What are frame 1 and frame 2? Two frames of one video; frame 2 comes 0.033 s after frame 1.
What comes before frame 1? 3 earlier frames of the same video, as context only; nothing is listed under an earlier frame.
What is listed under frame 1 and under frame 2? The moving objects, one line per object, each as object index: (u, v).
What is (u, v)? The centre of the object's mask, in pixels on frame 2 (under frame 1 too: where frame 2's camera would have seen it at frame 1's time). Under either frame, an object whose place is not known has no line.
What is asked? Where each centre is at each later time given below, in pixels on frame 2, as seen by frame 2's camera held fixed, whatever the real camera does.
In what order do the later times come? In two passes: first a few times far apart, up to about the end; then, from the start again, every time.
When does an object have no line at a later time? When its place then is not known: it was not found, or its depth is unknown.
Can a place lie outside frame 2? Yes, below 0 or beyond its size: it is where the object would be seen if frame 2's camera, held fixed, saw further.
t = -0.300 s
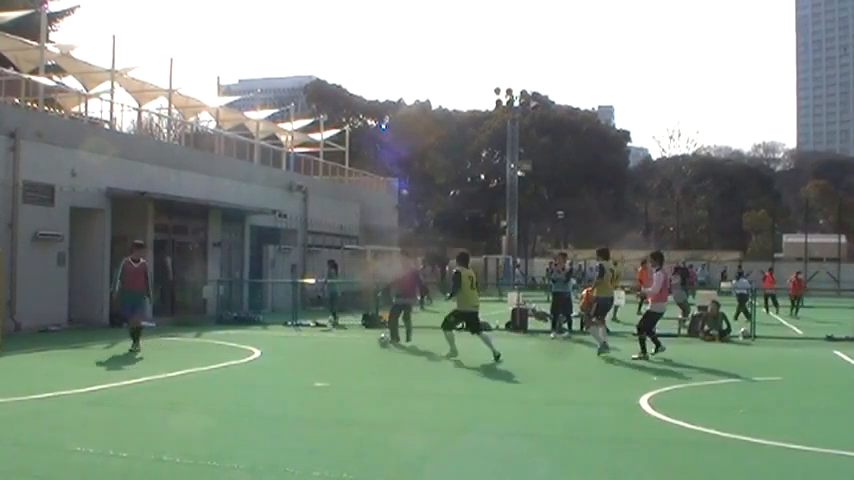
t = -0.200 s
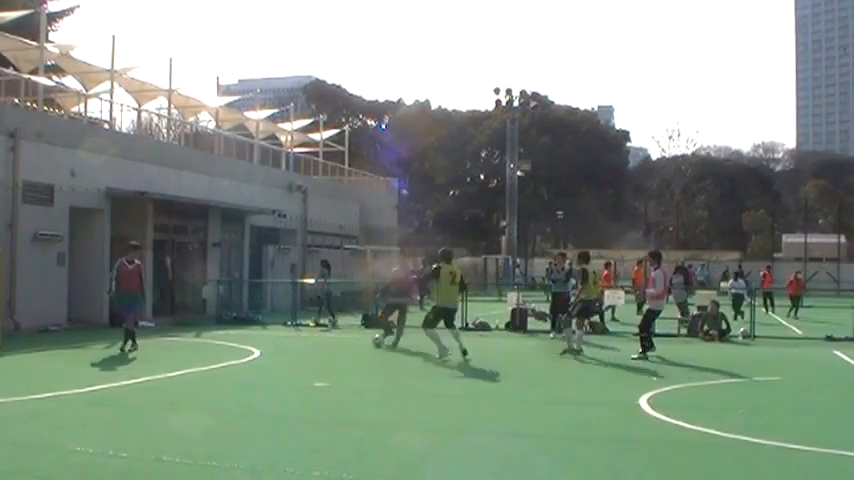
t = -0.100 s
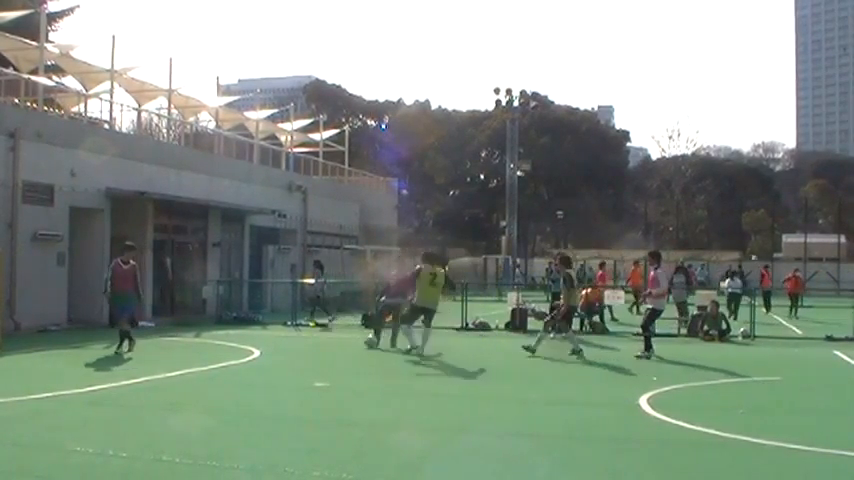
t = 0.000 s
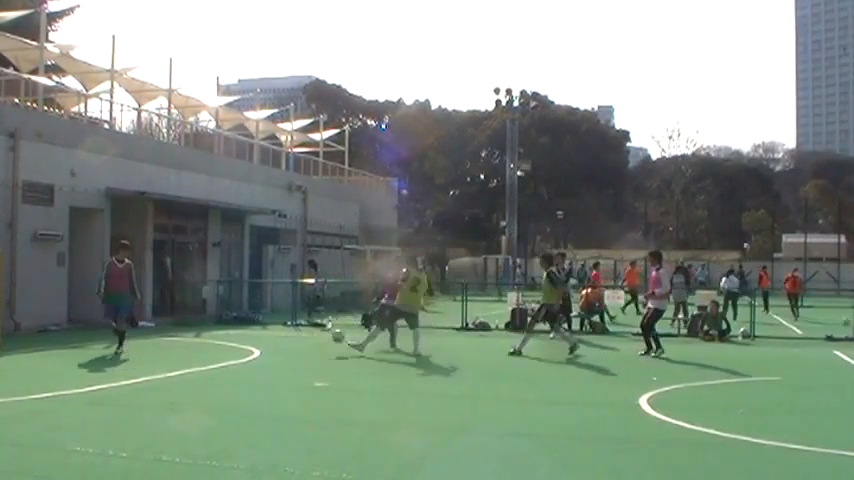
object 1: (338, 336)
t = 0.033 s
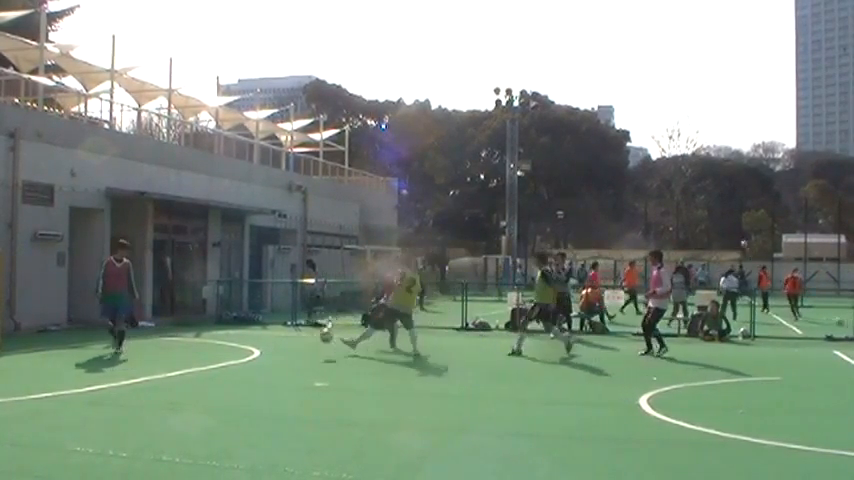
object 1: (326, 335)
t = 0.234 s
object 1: (235, 355)
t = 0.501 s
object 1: (56, 391)
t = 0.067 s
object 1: (313, 336)
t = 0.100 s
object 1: (299, 337)
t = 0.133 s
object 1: (285, 339)
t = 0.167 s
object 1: (270, 343)
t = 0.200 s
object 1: (252, 348)
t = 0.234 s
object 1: (235, 355)
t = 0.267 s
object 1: (216, 361)
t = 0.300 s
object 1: (195, 370)
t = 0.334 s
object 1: (173, 380)
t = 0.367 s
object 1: (153, 379)
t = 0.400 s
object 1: (131, 380)
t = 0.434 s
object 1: (108, 382)
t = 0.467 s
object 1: (83, 386)
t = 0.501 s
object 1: (56, 391)
